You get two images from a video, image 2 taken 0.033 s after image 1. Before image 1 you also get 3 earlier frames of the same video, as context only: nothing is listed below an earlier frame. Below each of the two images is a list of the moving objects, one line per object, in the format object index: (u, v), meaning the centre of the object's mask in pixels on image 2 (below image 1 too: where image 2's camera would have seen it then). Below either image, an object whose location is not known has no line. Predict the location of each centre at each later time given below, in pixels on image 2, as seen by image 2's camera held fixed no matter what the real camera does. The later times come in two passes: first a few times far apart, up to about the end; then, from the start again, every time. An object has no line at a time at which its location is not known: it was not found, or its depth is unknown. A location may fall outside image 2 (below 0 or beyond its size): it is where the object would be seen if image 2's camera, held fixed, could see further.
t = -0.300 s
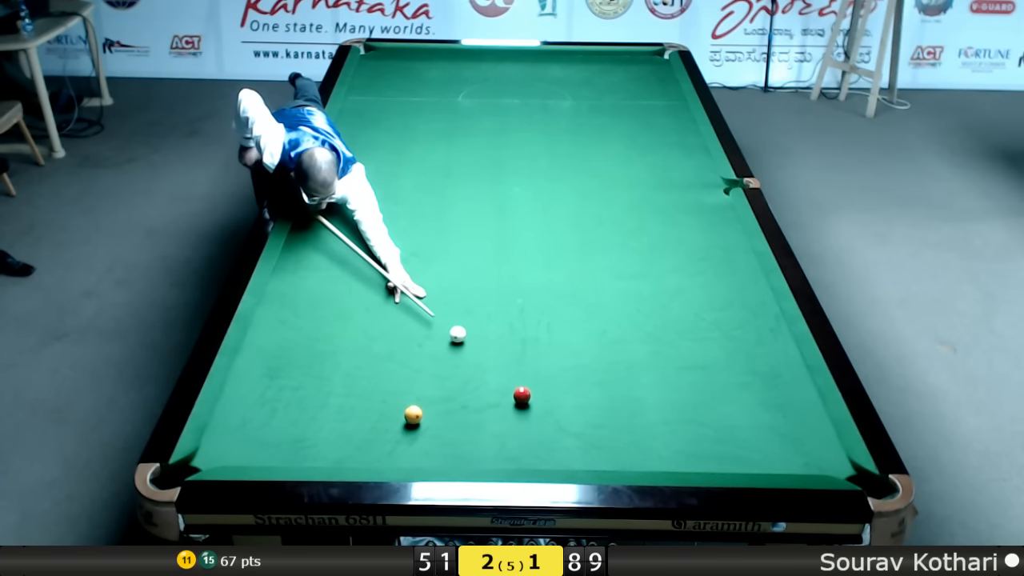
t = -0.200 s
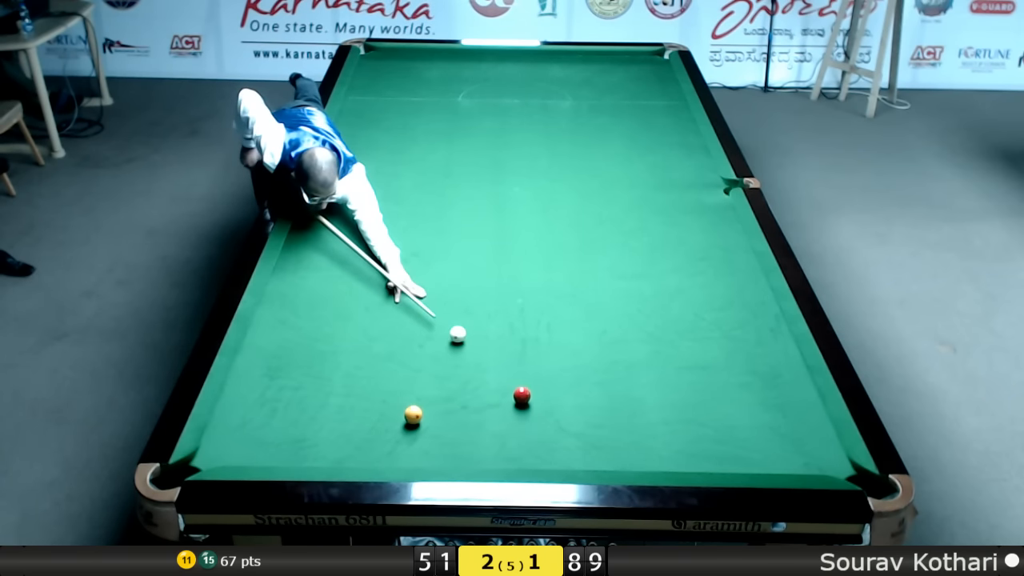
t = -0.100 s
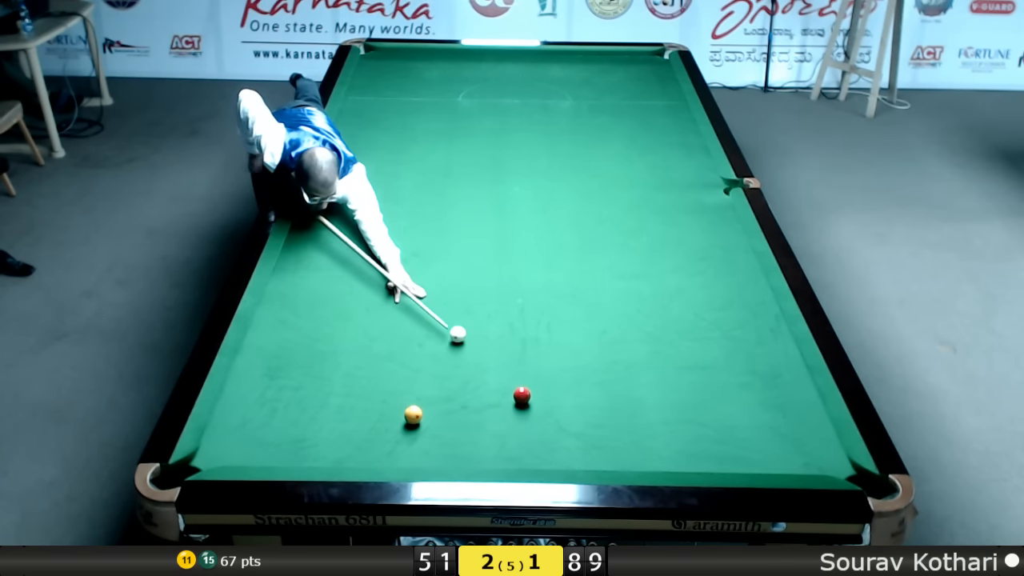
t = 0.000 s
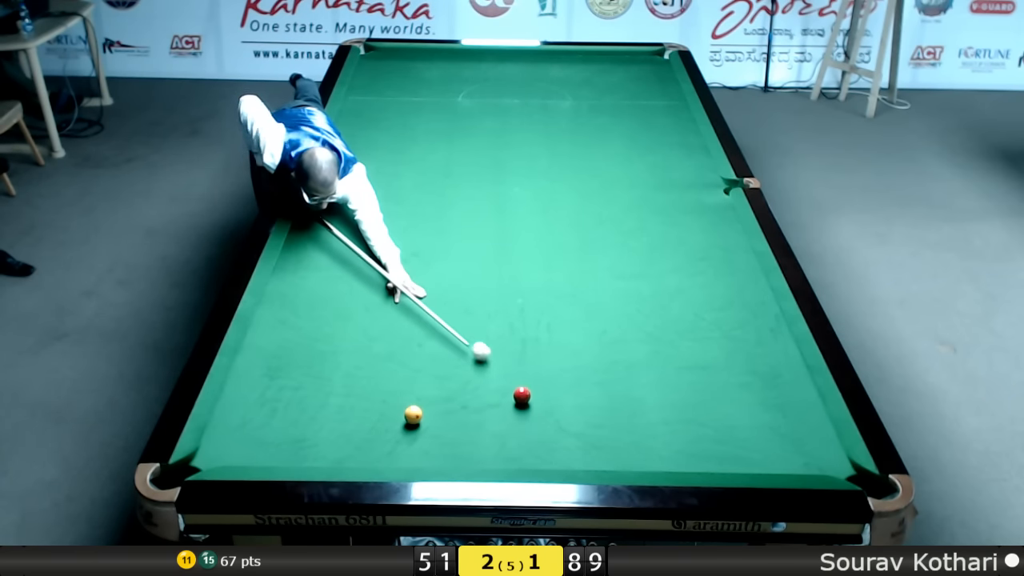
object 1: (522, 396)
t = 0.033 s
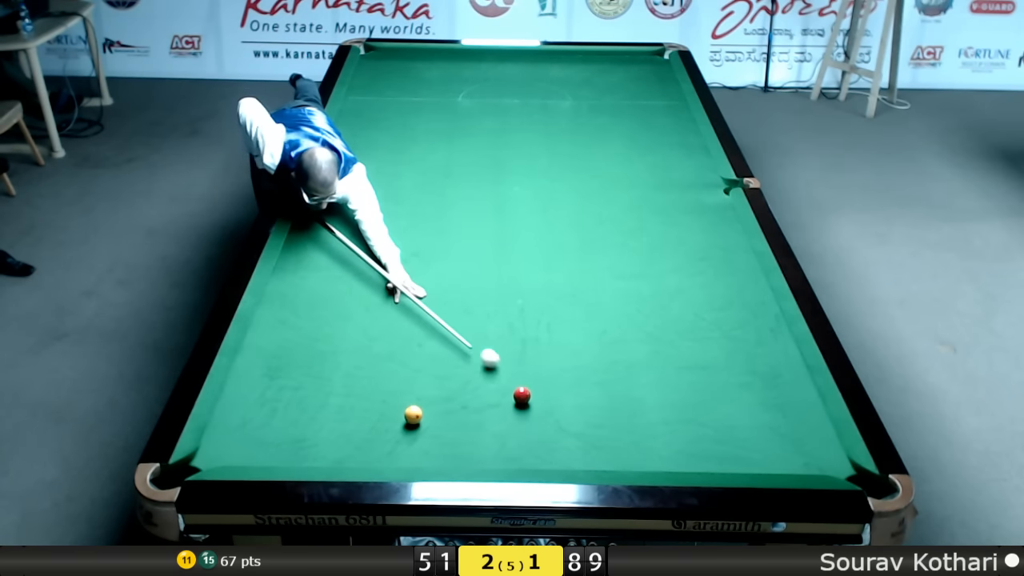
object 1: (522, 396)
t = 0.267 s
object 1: (521, 413)
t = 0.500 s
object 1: (521, 446)
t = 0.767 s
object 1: (521, 452)
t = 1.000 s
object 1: (522, 431)
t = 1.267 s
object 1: (524, 410)
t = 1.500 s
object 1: (524, 394)
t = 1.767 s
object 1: (526, 378)
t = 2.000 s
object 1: (527, 365)
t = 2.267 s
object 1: (528, 353)
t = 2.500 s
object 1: (528, 343)
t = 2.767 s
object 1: (529, 333)
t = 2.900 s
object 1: (529, 329)
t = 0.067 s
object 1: (522, 396)
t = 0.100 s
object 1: (522, 396)
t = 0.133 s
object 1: (522, 395)
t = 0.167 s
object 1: (522, 396)
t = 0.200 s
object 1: (522, 402)
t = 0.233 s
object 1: (521, 408)
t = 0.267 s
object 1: (521, 413)
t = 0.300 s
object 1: (521, 418)
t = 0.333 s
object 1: (521, 422)
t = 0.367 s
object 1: (521, 427)
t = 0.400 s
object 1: (521, 432)
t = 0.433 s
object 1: (521, 436)
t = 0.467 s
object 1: (521, 441)
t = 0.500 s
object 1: (521, 446)
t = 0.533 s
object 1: (521, 451)
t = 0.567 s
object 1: (521, 455)
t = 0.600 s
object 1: (521, 460)
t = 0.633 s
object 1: (521, 462)
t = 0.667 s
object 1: (521, 460)
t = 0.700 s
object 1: (521, 457)
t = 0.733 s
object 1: (521, 454)
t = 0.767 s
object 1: (521, 452)
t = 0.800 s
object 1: (522, 448)
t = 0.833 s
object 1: (522, 446)
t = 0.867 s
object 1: (522, 442)
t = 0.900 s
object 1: (522, 440)
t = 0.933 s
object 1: (522, 437)
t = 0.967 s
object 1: (522, 434)
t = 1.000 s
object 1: (522, 431)
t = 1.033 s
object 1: (522, 428)
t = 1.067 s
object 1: (523, 426)
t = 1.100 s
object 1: (523, 423)
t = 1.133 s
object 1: (523, 420)
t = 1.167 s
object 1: (523, 418)
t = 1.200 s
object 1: (523, 415)
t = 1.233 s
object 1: (523, 413)
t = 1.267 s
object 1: (524, 410)
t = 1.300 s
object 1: (524, 408)
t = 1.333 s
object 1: (524, 405)
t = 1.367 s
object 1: (524, 403)
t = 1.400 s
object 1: (524, 401)
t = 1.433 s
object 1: (524, 399)
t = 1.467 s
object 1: (524, 396)
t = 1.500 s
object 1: (524, 394)
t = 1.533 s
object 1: (525, 392)
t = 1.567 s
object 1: (525, 390)
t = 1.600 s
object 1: (525, 388)
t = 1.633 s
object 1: (525, 386)
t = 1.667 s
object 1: (525, 384)
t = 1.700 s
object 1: (525, 382)
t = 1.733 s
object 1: (526, 380)
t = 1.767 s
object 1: (526, 378)
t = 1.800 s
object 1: (526, 376)
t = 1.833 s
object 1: (526, 374)
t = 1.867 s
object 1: (526, 372)
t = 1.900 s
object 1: (526, 371)
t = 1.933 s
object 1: (526, 369)
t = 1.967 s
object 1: (526, 367)
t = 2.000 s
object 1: (527, 365)
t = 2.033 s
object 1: (527, 364)
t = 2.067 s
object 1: (527, 362)
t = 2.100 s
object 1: (527, 360)
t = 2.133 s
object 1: (527, 359)
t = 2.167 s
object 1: (527, 357)
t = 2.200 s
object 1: (527, 356)
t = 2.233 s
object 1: (527, 354)
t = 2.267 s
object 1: (528, 353)
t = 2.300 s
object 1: (528, 351)
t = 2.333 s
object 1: (528, 350)
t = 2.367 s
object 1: (528, 348)
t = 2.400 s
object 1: (528, 347)
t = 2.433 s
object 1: (528, 346)
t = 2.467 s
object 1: (528, 344)
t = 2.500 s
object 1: (528, 343)
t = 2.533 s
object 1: (528, 341)
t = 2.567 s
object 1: (528, 340)
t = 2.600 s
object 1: (528, 339)
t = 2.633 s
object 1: (528, 338)
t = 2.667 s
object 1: (529, 337)
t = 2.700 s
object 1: (529, 335)
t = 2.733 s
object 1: (529, 334)
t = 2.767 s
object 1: (529, 333)
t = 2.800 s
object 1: (529, 332)
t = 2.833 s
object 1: (529, 331)
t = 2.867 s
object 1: (529, 330)
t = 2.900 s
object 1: (529, 329)
